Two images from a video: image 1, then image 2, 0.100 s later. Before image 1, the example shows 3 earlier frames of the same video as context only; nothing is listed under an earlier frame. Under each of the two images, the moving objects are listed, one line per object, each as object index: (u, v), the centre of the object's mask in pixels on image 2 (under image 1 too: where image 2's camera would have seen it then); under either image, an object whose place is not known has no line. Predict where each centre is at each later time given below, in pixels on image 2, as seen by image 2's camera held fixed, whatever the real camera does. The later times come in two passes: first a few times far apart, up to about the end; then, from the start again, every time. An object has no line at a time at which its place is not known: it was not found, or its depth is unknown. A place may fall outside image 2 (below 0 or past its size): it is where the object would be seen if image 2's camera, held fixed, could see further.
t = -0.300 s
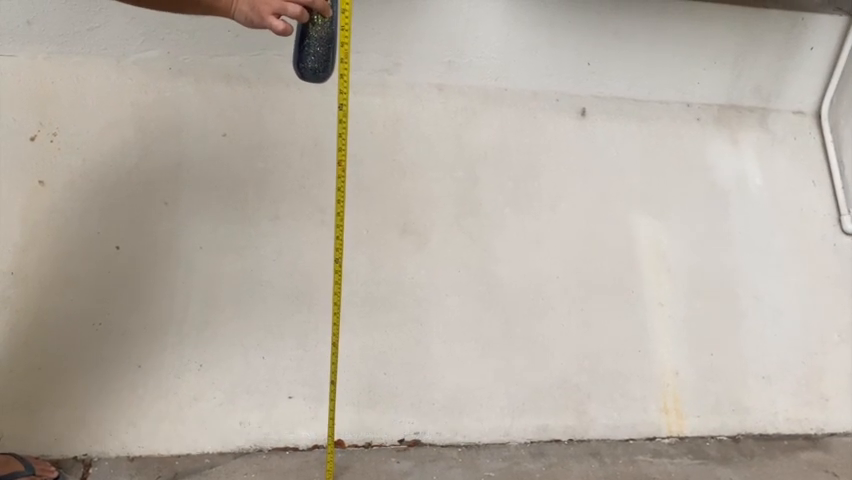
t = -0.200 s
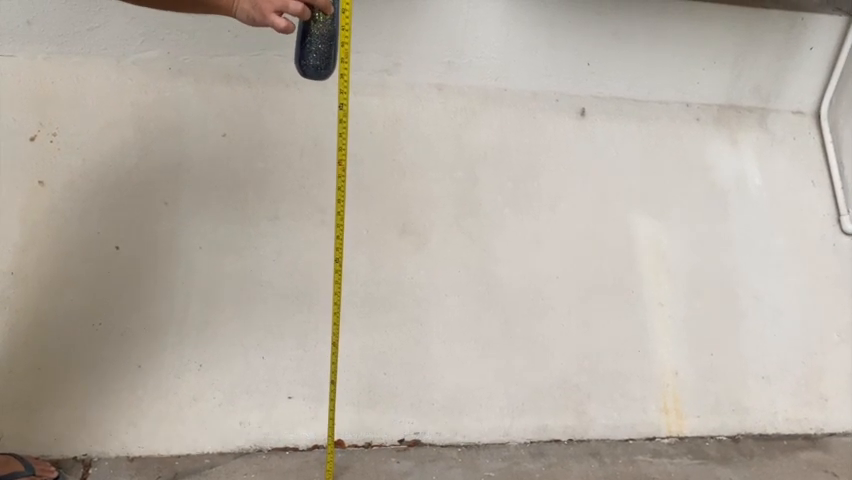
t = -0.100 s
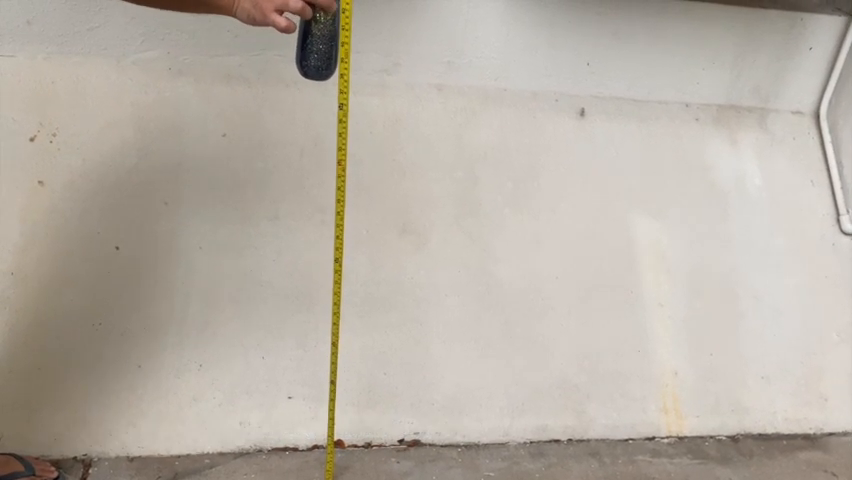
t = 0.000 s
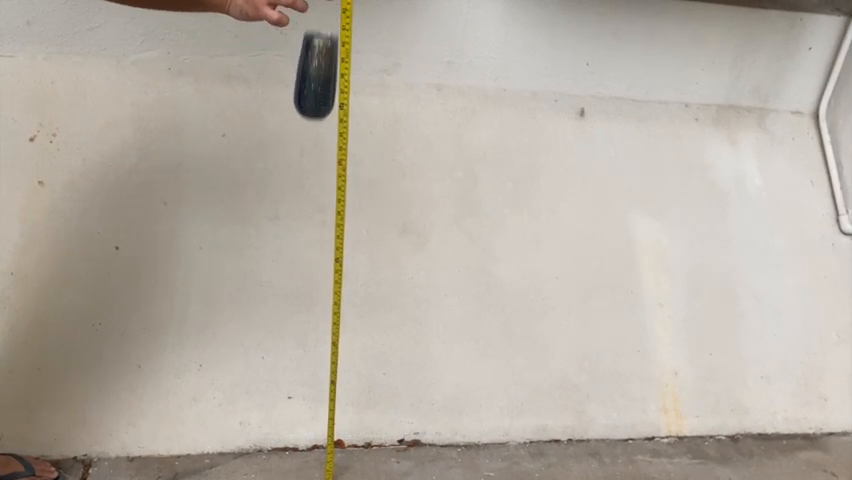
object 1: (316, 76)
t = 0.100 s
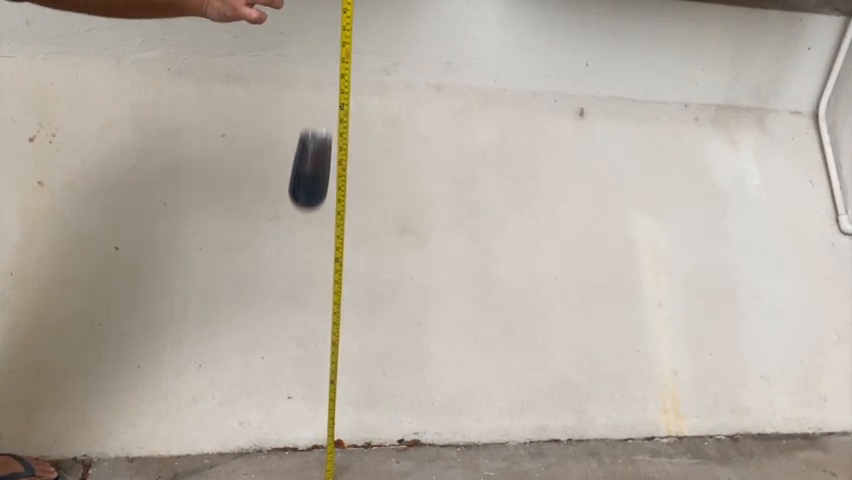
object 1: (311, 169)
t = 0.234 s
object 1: (298, 349)
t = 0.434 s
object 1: (294, 409)
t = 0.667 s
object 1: (296, 388)
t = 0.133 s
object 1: (308, 210)
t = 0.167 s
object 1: (305, 253)
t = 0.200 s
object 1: (302, 300)
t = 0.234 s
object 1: (298, 349)
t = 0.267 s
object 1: (295, 399)
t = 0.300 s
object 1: (291, 449)
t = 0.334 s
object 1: (291, 467)
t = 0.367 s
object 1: (290, 452)
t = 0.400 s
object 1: (292, 428)
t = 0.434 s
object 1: (294, 409)
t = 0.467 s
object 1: (295, 393)
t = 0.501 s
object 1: (297, 381)
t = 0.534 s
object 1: (297, 374)
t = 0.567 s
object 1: (297, 371)
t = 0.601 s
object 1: (297, 372)
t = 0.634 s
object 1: (296, 377)
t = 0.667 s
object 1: (296, 388)
